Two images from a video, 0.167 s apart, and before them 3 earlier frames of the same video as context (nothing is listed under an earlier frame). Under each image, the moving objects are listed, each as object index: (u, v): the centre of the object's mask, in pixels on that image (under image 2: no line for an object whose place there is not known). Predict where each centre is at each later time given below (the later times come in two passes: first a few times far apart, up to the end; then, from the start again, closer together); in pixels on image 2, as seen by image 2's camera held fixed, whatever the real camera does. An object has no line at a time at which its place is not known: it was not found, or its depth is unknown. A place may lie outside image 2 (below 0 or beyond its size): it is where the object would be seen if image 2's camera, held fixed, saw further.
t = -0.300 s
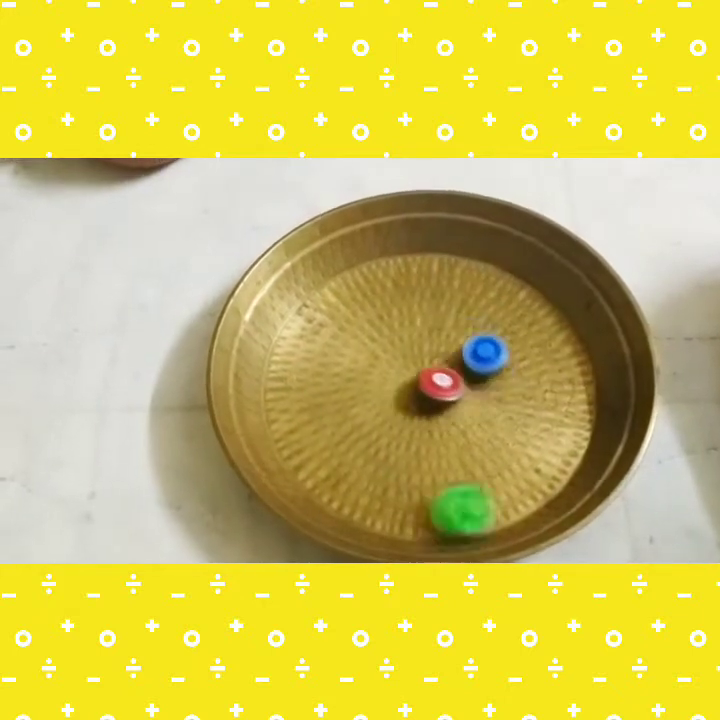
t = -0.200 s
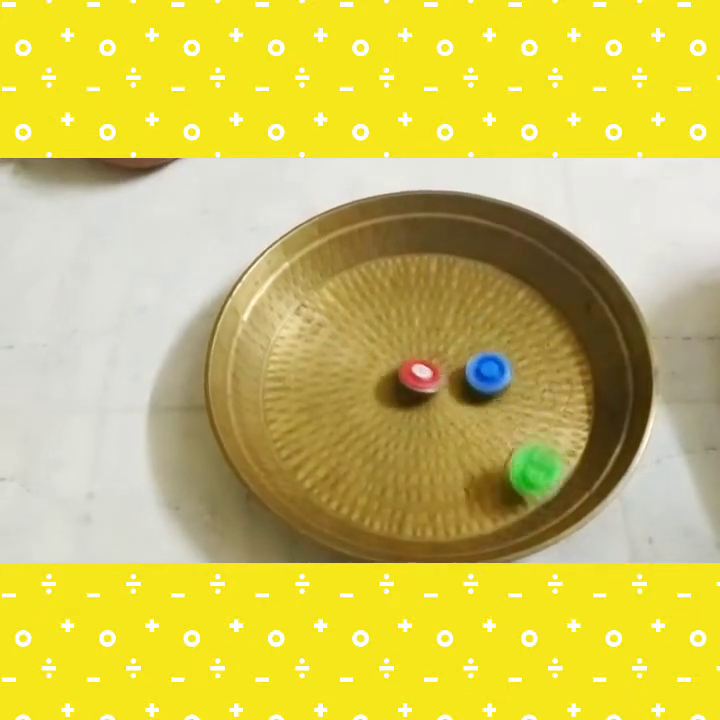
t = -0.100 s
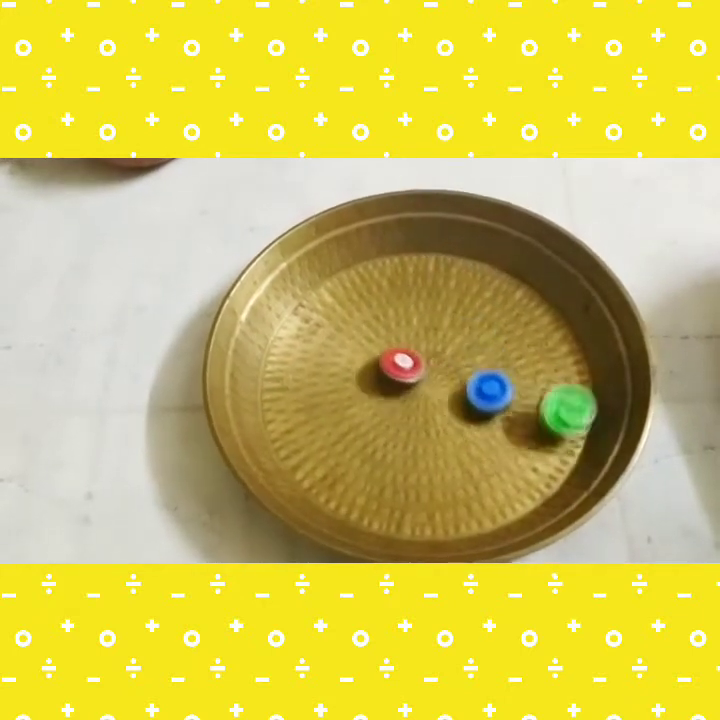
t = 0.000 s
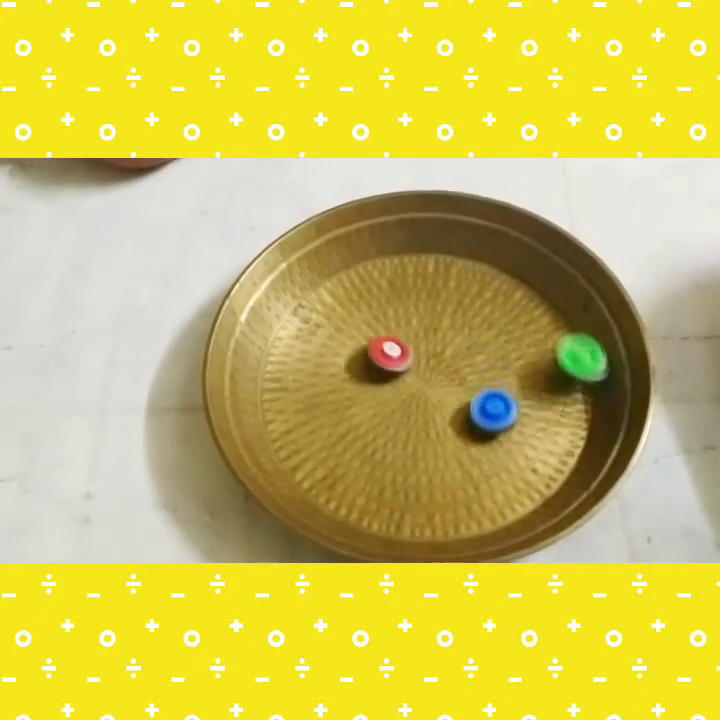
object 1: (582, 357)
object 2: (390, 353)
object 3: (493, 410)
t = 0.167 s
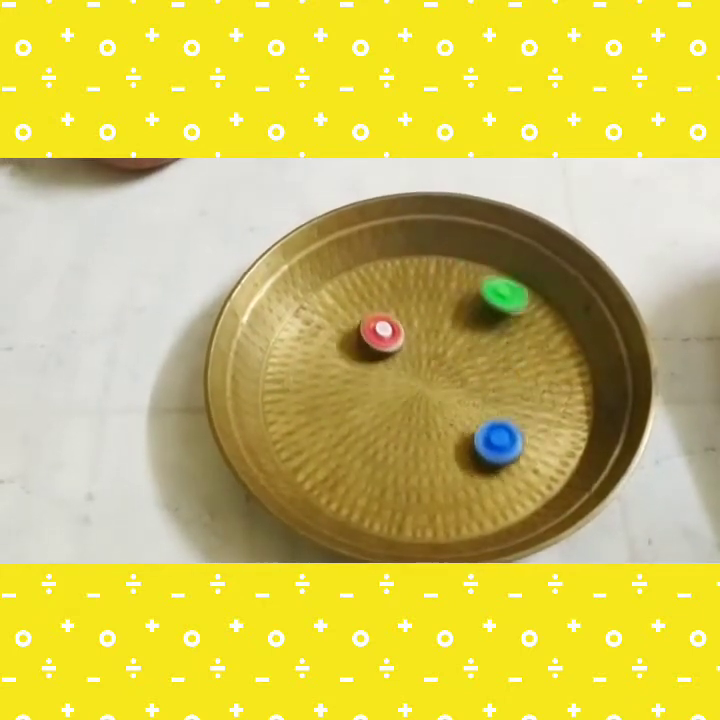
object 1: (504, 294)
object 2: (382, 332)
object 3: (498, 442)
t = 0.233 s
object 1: (481, 279)
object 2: (381, 323)
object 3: (500, 454)
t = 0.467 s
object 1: (448, 262)
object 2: (384, 292)
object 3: (504, 493)
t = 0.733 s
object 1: (448, 259)
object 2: (399, 272)
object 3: (493, 475)
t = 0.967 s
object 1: (480, 269)
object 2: (400, 264)
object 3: (454, 446)
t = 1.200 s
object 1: (481, 289)
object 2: (418, 271)
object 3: (417, 413)
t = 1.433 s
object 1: (469, 312)
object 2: (432, 286)
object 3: (381, 385)
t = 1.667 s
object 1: (454, 324)
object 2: (430, 288)
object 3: (351, 358)
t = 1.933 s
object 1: (435, 331)
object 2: (422, 293)
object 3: (335, 330)
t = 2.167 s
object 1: (420, 330)
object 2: (412, 291)
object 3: (330, 309)
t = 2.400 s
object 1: (408, 332)
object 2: (403, 285)
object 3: (318, 303)
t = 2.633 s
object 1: (402, 331)
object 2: (398, 284)
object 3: (355, 318)
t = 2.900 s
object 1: (431, 363)
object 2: (403, 287)
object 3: (392, 331)
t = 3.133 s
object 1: (430, 379)
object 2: (403, 288)
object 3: (428, 339)
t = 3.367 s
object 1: (415, 375)
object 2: (405, 294)
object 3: (464, 343)
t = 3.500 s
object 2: (408, 302)
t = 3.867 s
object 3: (524, 360)
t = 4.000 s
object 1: (423, 373)
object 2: (397, 334)
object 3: (518, 365)
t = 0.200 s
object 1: (491, 286)
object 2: (381, 328)
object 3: (500, 448)
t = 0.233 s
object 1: (481, 279)
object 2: (381, 323)
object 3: (500, 454)
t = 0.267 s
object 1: (473, 274)
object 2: (380, 319)
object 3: (500, 459)
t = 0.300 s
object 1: (467, 269)
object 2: (380, 314)
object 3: (501, 464)
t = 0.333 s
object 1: (464, 264)
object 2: (381, 309)
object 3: (502, 470)
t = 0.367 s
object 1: (461, 261)
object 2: (381, 305)
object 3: (501, 474)
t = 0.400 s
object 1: (457, 260)
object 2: (381, 301)
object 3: (502, 479)
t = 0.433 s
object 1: (452, 261)
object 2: (382, 297)
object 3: (503, 486)
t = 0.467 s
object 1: (448, 262)
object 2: (384, 292)
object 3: (504, 493)
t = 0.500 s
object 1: (446, 260)
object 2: (386, 288)
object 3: (505, 499)
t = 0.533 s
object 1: (444, 258)
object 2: (388, 285)
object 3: (508, 502)
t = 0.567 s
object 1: (442, 255)
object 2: (390, 282)
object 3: (510, 499)
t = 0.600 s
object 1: (441, 254)
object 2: (394, 280)
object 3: (508, 491)
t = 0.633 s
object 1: (438, 255)
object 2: (397, 277)
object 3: (505, 485)
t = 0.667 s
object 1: (441, 256)
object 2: (397, 275)
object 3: (502, 481)
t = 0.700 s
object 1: (445, 258)
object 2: (397, 273)
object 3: (497, 478)
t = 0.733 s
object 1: (448, 259)
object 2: (399, 272)
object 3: (493, 475)
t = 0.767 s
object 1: (450, 259)
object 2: (402, 269)
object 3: (487, 471)
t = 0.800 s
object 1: (453, 259)
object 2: (404, 268)
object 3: (482, 467)
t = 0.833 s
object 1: (463, 260)
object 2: (400, 266)
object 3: (477, 466)
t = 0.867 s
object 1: (472, 263)
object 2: (397, 266)
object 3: (472, 461)
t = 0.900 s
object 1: (476, 265)
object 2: (397, 265)
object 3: (466, 456)
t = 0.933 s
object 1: (478, 267)
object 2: (398, 264)
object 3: (459, 451)
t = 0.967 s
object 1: (480, 269)
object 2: (400, 264)
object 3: (454, 446)
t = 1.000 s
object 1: (481, 272)
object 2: (402, 264)
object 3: (448, 442)
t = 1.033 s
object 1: (482, 275)
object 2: (406, 264)
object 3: (443, 437)
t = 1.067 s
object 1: (483, 277)
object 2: (409, 265)
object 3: (438, 433)
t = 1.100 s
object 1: (483, 280)
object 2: (411, 265)
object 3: (432, 428)
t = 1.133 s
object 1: (484, 283)
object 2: (412, 266)
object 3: (427, 423)
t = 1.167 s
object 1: (483, 286)
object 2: (415, 269)
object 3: (421, 419)
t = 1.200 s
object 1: (481, 289)
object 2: (418, 271)
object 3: (417, 413)
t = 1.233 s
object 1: (479, 292)
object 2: (420, 273)
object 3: (411, 410)
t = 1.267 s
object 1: (477, 294)
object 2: (423, 276)
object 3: (406, 406)
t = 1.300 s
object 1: (475, 298)
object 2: (427, 280)
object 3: (401, 402)
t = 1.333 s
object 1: (473, 300)
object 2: (430, 282)
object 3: (397, 397)
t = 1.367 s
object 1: (472, 304)
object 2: (430, 283)
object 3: (392, 393)
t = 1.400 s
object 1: (470, 307)
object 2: (432, 285)
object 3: (387, 389)
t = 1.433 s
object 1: (469, 312)
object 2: (432, 286)
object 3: (381, 385)
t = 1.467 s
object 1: (469, 316)
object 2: (431, 286)
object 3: (377, 381)
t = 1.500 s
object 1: (468, 318)
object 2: (432, 286)
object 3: (372, 377)
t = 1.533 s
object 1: (465, 320)
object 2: (432, 287)
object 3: (369, 374)
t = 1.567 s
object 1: (462, 320)
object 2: (432, 288)
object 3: (364, 370)
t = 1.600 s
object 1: (459, 323)
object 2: (431, 288)
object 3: (359, 366)
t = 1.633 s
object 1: (456, 323)
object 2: (430, 289)
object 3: (355, 362)
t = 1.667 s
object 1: (454, 324)
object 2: (430, 288)
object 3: (351, 358)
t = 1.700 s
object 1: (453, 328)
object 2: (430, 287)
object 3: (347, 354)
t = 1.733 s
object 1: (450, 330)
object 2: (430, 289)
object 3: (345, 351)
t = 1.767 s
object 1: (447, 329)
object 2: (429, 291)
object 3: (343, 347)
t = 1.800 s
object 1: (445, 330)
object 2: (428, 292)
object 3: (341, 343)
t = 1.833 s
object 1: (442, 331)
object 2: (427, 292)
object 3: (338, 340)
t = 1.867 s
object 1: (440, 331)
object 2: (426, 293)
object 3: (336, 336)
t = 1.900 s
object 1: (437, 332)
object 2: (424, 293)
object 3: (334, 333)
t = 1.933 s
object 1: (435, 331)
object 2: (422, 293)
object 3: (335, 330)
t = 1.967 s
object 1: (432, 331)
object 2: (421, 293)
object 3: (334, 326)
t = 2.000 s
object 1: (429, 332)
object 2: (419, 292)
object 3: (332, 323)
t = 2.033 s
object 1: (426, 332)
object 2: (418, 291)
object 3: (331, 319)
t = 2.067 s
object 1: (426, 332)
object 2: (417, 291)
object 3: (329, 316)
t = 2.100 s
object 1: (424, 332)
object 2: (416, 291)
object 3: (328, 312)
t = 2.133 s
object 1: (422, 331)
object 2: (413, 292)
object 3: (329, 310)
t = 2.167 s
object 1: (420, 330)
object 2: (412, 291)
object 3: (330, 309)
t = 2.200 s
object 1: (419, 330)
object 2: (411, 291)
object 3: (328, 306)
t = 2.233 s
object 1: (416, 329)
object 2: (410, 291)
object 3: (325, 303)
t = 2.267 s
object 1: (415, 331)
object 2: (409, 289)
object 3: (321, 301)
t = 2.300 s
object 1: (412, 331)
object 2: (408, 288)
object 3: (318, 297)
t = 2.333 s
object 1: (410, 332)
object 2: (406, 287)
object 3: (316, 296)
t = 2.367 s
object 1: (408, 332)
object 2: (404, 286)
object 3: (317, 300)
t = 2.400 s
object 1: (408, 332)
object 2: (403, 285)
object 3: (318, 303)
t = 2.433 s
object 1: (406, 332)
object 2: (401, 285)
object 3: (320, 306)
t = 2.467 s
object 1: (405, 332)
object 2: (400, 284)
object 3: (325, 309)
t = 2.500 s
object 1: (403, 332)
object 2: (399, 284)
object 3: (331, 312)
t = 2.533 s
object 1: (403, 332)
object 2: (399, 283)
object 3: (336, 314)
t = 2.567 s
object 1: (402, 331)
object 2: (398, 284)
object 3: (342, 315)
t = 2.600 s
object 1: (402, 332)
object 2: (398, 283)
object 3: (348, 316)
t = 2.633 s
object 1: (402, 331)
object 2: (398, 284)
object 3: (355, 318)
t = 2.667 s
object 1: (405, 332)
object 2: (399, 285)
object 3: (360, 320)
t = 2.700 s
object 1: (409, 336)
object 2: (399, 285)
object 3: (363, 322)
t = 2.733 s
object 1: (412, 339)
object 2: (400, 284)
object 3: (367, 322)
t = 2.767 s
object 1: (418, 346)
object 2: (400, 285)
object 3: (370, 322)
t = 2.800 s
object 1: (423, 351)
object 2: (401, 286)
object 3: (374, 323)
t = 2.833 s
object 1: (428, 356)
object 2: (403, 287)
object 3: (380, 326)
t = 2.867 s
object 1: (431, 359)
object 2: (403, 287)
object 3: (386, 328)
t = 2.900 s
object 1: (431, 363)
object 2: (403, 287)
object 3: (392, 331)
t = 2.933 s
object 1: (431, 365)
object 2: (403, 287)
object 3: (397, 332)
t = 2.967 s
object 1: (431, 367)
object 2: (403, 286)
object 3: (403, 334)
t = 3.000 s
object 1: (433, 370)
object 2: (403, 286)
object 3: (408, 335)
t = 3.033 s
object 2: (403, 287)
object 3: (413, 337)
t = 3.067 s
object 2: (403, 288)
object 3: (418, 338)
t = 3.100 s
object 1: (432, 377)
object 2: (403, 288)
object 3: (423, 340)
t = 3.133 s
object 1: (430, 379)
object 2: (403, 288)
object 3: (428, 339)
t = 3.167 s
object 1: (427, 380)
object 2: (403, 289)
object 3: (433, 339)
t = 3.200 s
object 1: (423, 380)
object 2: (404, 289)
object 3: (439, 340)
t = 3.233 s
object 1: (421, 379)
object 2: (404, 289)
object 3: (443, 339)
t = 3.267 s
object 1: (420, 379)
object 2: (404, 290)
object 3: (448, 340)
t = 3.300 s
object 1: (417, 378)
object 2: (404, 291)
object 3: (454, 340)
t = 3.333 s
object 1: (416, 376)
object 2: (405, 292)
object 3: (460, 341)
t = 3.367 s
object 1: (415, 375)
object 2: (405, 294)
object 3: (464, 343)
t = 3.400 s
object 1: (415, 374)
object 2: (405, 296)
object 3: (469, 344)
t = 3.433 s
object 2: (406, 298)
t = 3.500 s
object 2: (408, 302)
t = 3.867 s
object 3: (524, 360)
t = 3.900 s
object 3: (525, 360)
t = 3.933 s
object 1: (432, 371)
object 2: (405, 329)
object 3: (525, 361)
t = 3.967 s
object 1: (426, 371)
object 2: (399, 330)
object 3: (520, 362)
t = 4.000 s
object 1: (423, 373)
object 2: (397, 334)
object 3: (518, 365)
